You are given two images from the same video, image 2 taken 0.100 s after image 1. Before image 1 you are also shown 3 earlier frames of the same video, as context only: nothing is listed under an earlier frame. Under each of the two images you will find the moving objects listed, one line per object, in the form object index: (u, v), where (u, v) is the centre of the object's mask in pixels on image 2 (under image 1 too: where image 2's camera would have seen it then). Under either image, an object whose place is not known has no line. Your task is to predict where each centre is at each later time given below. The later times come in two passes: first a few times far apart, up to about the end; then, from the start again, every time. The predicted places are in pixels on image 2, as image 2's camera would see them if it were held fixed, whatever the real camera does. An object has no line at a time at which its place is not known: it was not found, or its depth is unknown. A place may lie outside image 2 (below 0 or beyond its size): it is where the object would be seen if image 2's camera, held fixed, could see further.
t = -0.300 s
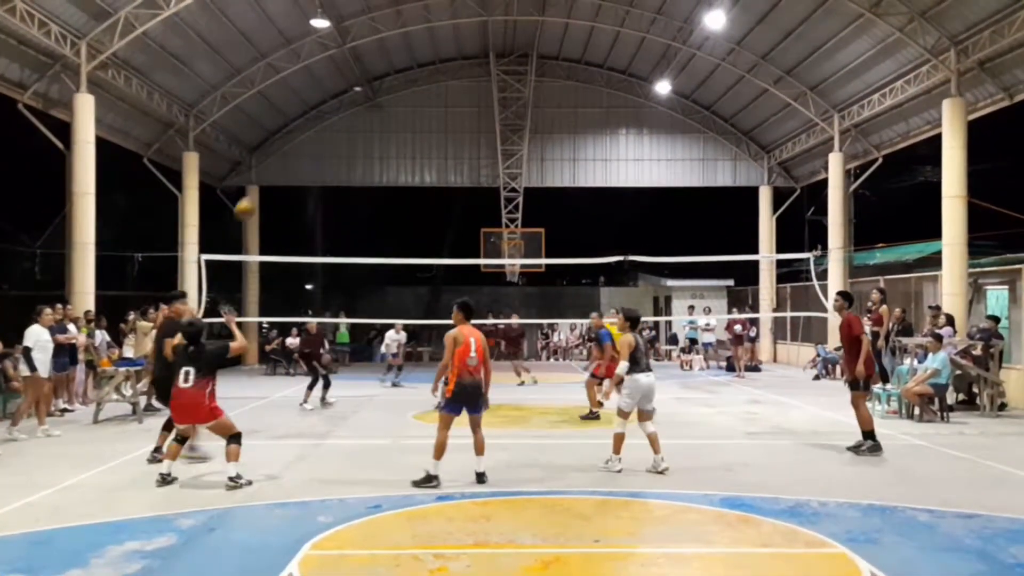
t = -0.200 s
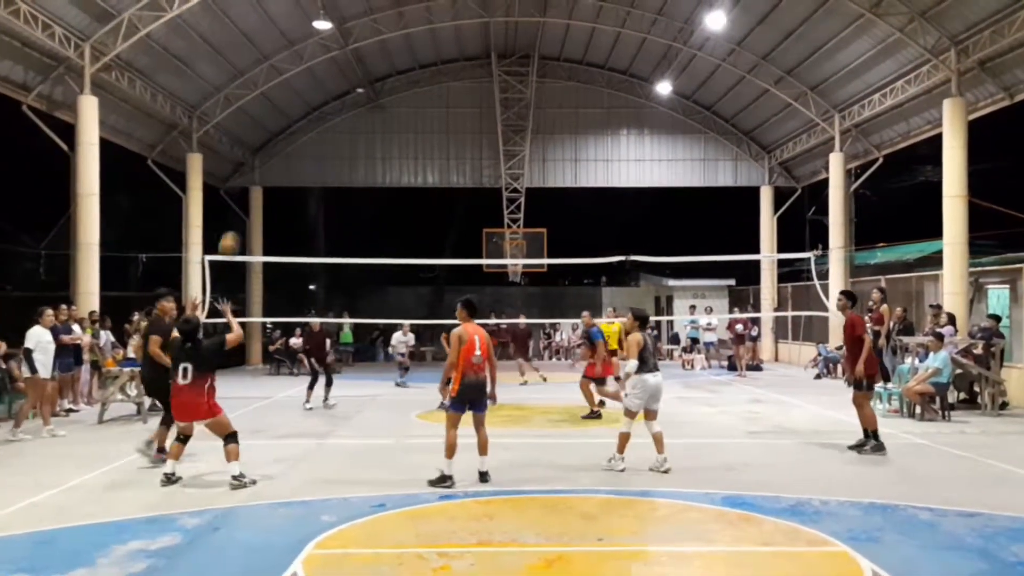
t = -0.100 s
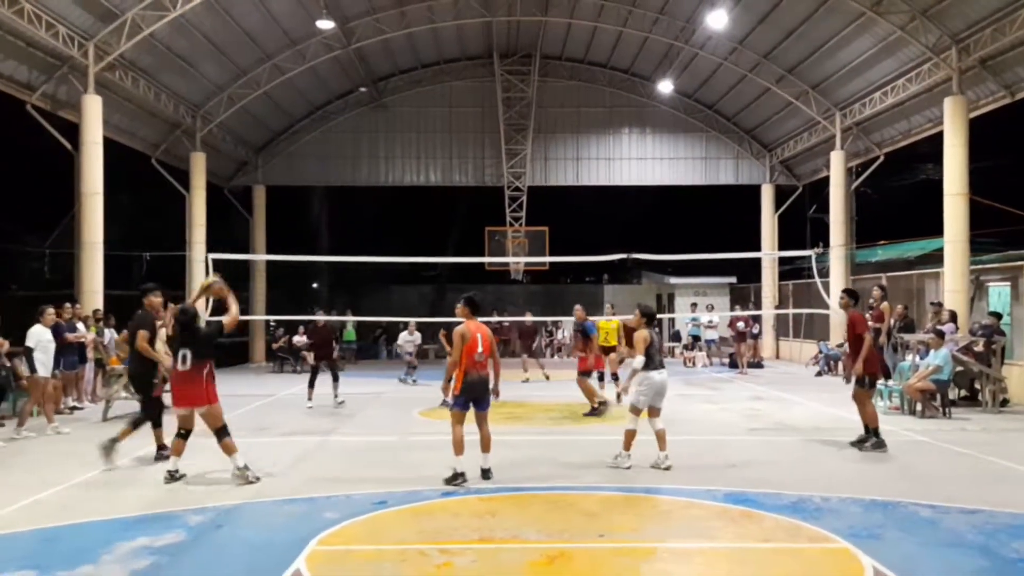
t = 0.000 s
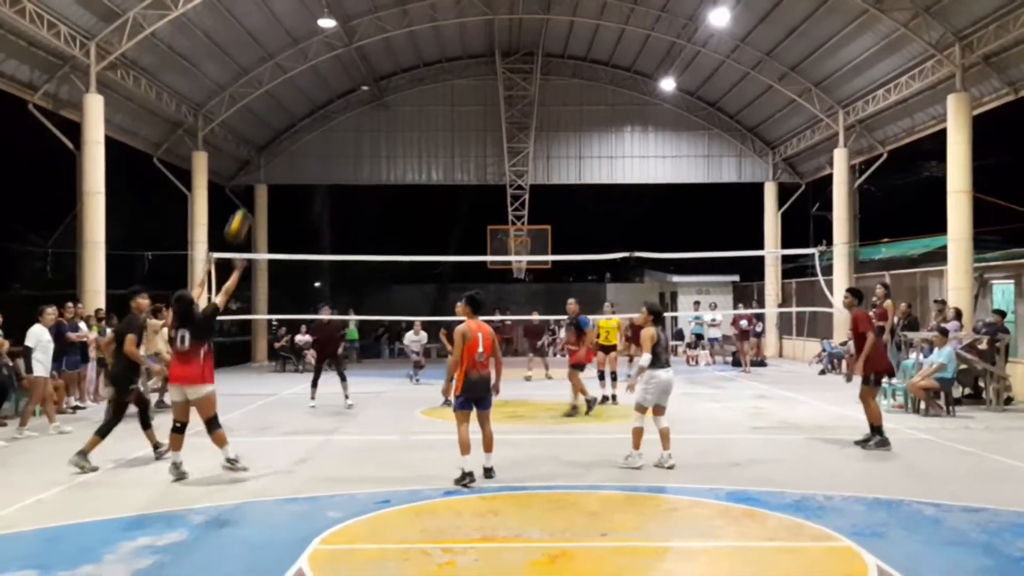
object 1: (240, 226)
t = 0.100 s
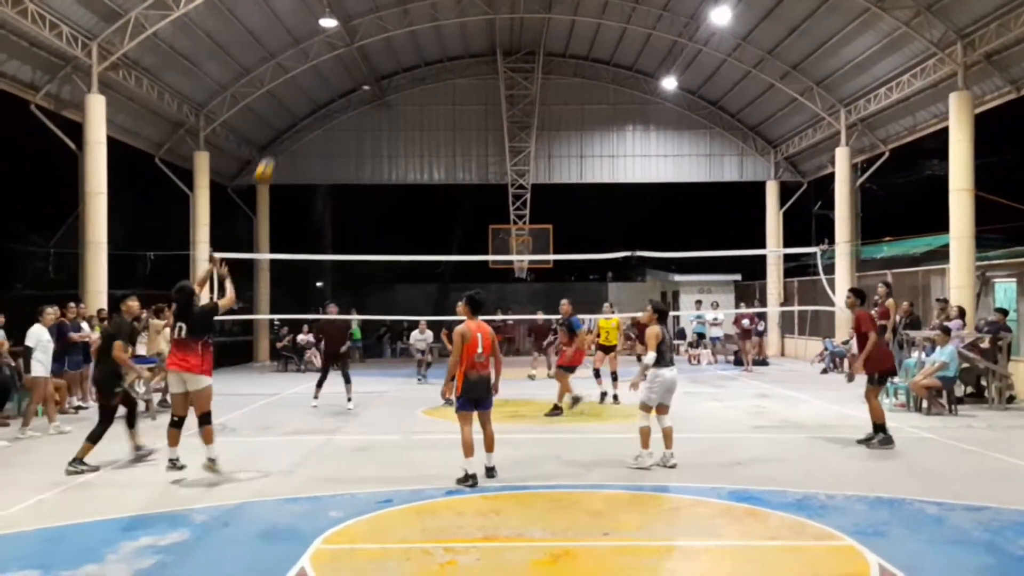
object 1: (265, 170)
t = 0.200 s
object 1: (288, 130)
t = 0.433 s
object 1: (333, 79)
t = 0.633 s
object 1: (367, 76)
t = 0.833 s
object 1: (395, 101)
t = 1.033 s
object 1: (421, 151)
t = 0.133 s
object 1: (272, 154)
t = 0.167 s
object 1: (280, 143)
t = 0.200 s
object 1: (288, 130)
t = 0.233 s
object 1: (295, 120)
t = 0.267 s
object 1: (302, 110)
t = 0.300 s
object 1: (309, 103)
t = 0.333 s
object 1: (315, 94)
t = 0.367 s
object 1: (321, 89)
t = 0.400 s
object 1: (328, 84)
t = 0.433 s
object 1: (333, 79)
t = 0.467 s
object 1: (340, 77)
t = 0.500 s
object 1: (345, 74)
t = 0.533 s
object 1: (351, 73)
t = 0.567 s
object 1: (357, 73)
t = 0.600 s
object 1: (362, 74)
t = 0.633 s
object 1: (367, 76)
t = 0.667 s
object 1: (373, 78)
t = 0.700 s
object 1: (378, 81)
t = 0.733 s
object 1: (382, 86)
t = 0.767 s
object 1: (387, 90)
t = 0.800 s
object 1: (391, 95)
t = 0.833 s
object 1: (395, 101)
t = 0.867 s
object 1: (399, 107)
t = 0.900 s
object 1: (405, 116)
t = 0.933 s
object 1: (409, 123)
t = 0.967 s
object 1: (413, 132)
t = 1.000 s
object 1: (417, 141)
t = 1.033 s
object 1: (421, 151)
